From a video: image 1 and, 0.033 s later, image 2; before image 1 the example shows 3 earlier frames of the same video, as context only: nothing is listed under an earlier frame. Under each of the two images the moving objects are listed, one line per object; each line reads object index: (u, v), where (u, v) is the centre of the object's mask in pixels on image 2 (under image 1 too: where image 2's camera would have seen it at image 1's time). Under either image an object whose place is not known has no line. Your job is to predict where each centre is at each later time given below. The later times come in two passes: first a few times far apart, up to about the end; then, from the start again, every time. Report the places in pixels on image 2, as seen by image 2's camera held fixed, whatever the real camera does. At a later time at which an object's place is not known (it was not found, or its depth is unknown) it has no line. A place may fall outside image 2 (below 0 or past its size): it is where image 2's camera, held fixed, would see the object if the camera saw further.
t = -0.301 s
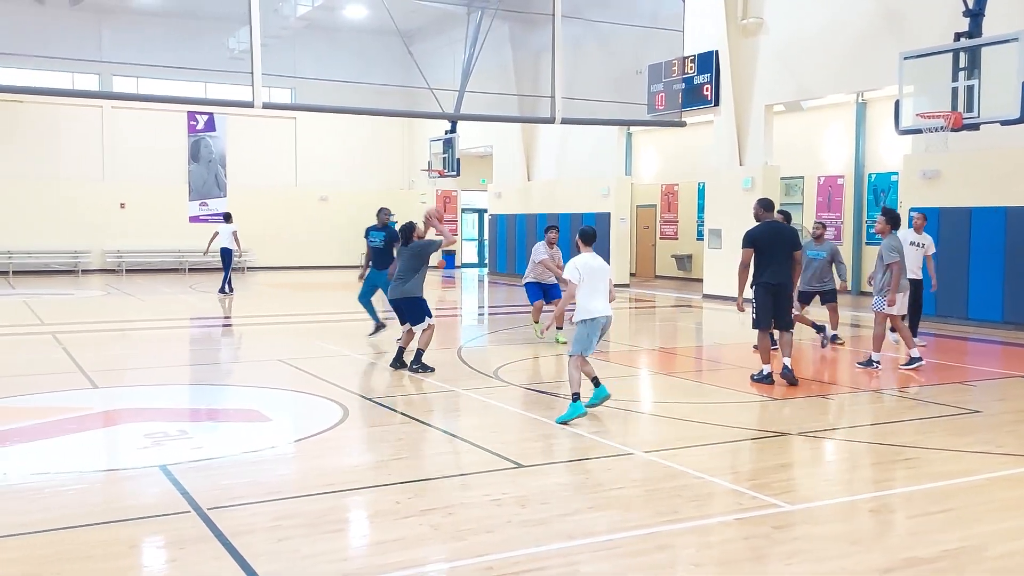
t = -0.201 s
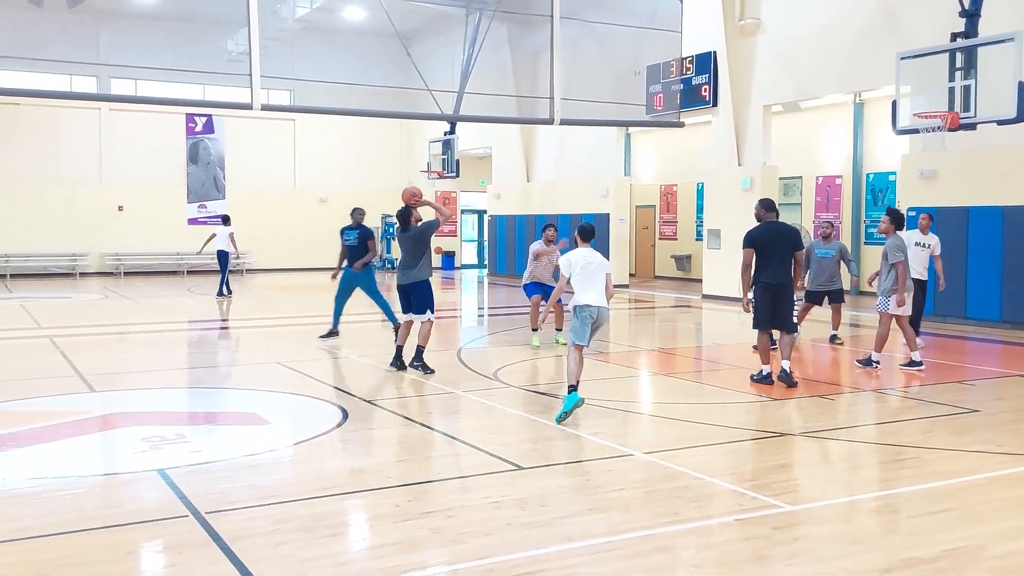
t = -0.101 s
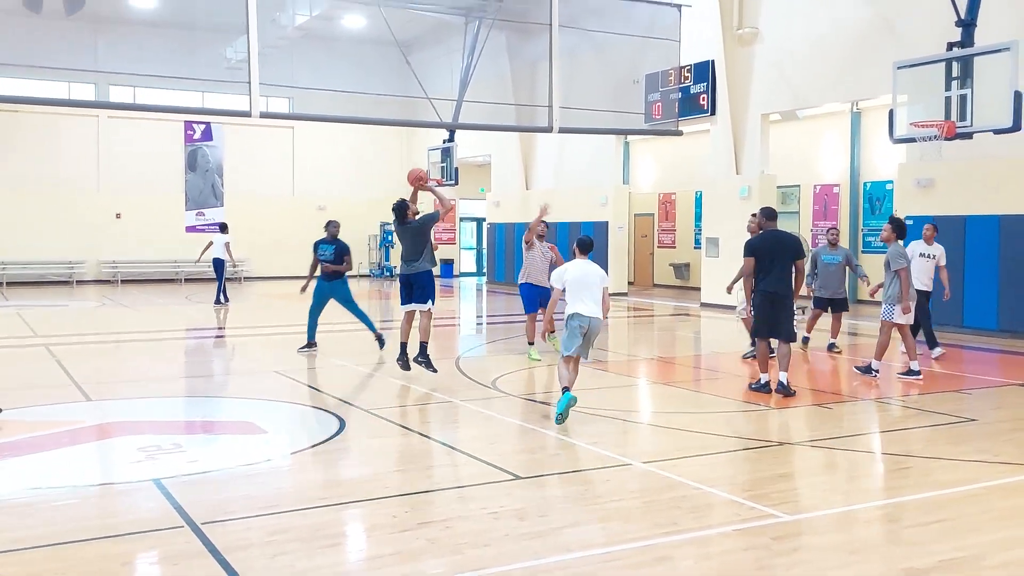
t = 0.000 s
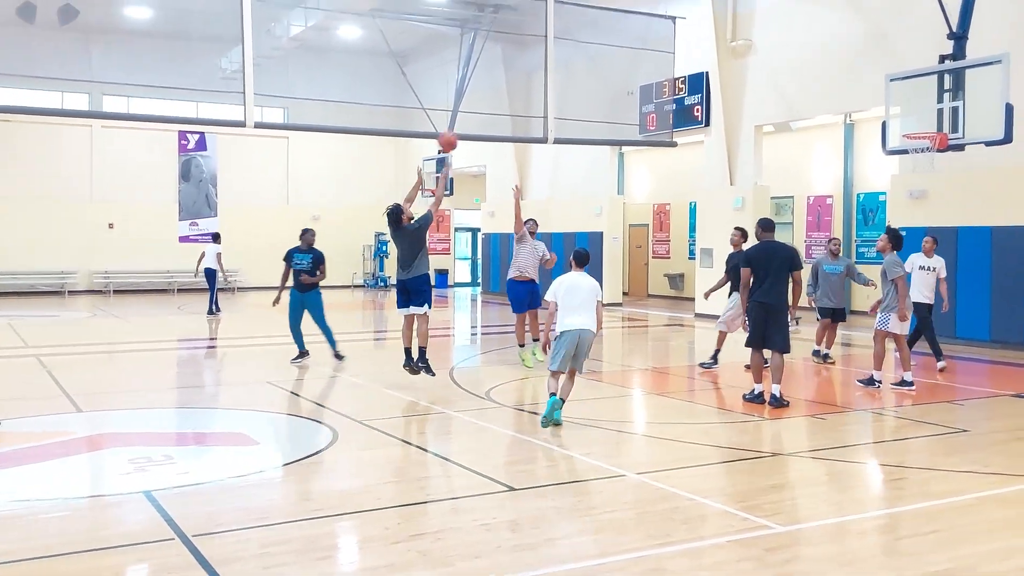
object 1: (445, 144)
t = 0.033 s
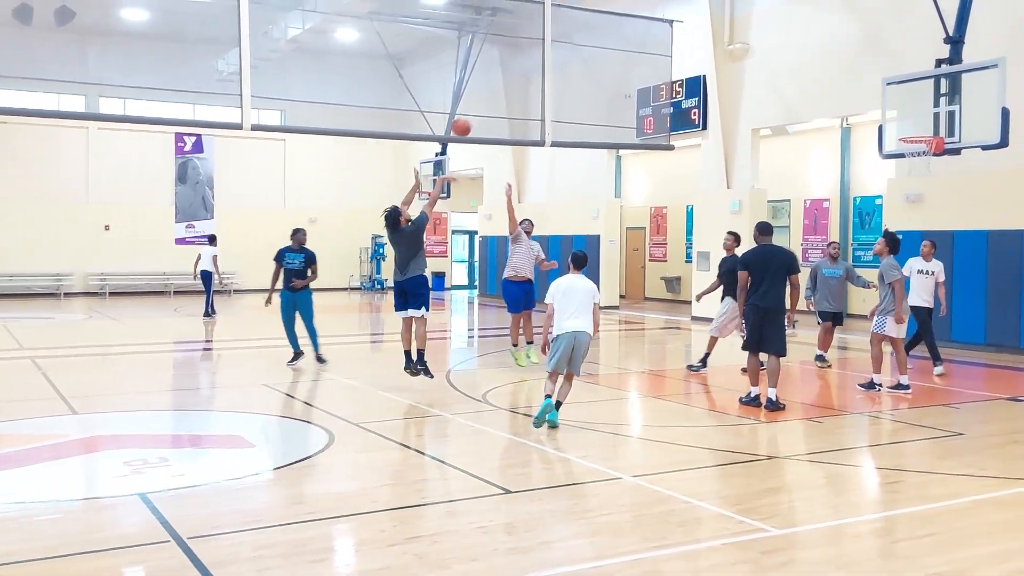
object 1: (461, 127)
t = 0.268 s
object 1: (571, 38)
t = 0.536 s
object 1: (685, -6)
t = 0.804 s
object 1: (791, 11)
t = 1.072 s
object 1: (886, 82)
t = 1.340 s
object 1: (931, 91)
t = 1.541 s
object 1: (926, 63)
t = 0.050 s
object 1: (469, 119)
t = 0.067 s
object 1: (477, 111)
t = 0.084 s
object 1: (485, 103)
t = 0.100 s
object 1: (493, 96)
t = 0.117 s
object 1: (501, 89)
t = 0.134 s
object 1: (509, 83)
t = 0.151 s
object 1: (516, 76)
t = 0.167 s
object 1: (524, 70)
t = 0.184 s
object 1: (532, 64)
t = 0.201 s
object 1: (540, 58)
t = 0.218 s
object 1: (547, 52)
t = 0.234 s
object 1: (555, 47)
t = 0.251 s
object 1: (563, 42)
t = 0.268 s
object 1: (571, 38)
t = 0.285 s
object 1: (579, 33)
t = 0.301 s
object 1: (586, 28)
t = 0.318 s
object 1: (594, 24)
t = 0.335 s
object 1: (602, 20)
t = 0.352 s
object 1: (609, 16)
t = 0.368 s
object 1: (616, 13)
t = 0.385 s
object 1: (623, 10)
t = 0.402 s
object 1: (630, 8)
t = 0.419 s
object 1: (637, 5)
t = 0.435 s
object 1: (644, 3)
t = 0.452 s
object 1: (651, 1)
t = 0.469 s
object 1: (658, -1)
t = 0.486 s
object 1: (665, -2)
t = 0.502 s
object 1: (672, -4)
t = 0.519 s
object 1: (679, -5)
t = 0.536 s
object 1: (685, -6)
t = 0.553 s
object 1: (692, -6)
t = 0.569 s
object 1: (699, -7)
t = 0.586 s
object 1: (706, -7)
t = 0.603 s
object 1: (712, -7)
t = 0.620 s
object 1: (719, -6)
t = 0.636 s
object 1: (726, -6)
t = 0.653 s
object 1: (732, -5)
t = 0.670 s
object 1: (739, -4)
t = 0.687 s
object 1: (745, -3)
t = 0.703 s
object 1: (751, -2)
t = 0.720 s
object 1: (758, 0)
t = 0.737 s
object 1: (764, 2)
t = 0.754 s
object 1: (771, 3)
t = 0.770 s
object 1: (777, 6)
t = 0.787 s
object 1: (784, 8)
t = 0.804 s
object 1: (791, 11)
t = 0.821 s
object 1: (797, 14)
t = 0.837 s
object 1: (803, 17)
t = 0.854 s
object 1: (809, 20)
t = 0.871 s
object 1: (815, 24)
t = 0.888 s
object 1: (821, 27)
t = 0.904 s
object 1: (827, 31)
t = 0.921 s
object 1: (833, 35)
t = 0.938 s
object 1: (839, 40)
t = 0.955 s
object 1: (845, 44)
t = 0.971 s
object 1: (851, 49)
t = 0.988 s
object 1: (856, 54)
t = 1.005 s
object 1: (862, 59)
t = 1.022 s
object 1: (869, 64)
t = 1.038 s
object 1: (874, 70)
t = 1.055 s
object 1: (880, 76)
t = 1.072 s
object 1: (886, 82)
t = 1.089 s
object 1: (892, 87)
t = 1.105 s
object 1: (897, 94)
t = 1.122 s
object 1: (903, 100)
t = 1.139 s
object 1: (908, 107)
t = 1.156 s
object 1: (914, 114)
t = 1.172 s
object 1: (919, 121)
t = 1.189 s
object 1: (925, 127)
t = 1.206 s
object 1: (928, 128)
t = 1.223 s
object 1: (930, 123)
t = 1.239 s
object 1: (932, 117)
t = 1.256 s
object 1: (934, 112)
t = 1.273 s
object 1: (934, 107)
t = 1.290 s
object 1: (934, 103)
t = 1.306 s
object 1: (933, 99)
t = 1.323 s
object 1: (932, 95)
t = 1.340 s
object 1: (931, 91)
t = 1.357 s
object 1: (931, 87)
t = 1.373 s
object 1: (930, 84)
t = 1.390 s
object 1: (930, 81)
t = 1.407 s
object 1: (930, 78)
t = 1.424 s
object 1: (929, 75)
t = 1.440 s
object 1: (929, 73)
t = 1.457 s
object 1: (929, 71)
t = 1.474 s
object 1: (928, 69)
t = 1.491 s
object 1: (928, 67)
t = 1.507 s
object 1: (927, 65)
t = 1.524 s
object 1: (927, 64)
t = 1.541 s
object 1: (926, 63)
